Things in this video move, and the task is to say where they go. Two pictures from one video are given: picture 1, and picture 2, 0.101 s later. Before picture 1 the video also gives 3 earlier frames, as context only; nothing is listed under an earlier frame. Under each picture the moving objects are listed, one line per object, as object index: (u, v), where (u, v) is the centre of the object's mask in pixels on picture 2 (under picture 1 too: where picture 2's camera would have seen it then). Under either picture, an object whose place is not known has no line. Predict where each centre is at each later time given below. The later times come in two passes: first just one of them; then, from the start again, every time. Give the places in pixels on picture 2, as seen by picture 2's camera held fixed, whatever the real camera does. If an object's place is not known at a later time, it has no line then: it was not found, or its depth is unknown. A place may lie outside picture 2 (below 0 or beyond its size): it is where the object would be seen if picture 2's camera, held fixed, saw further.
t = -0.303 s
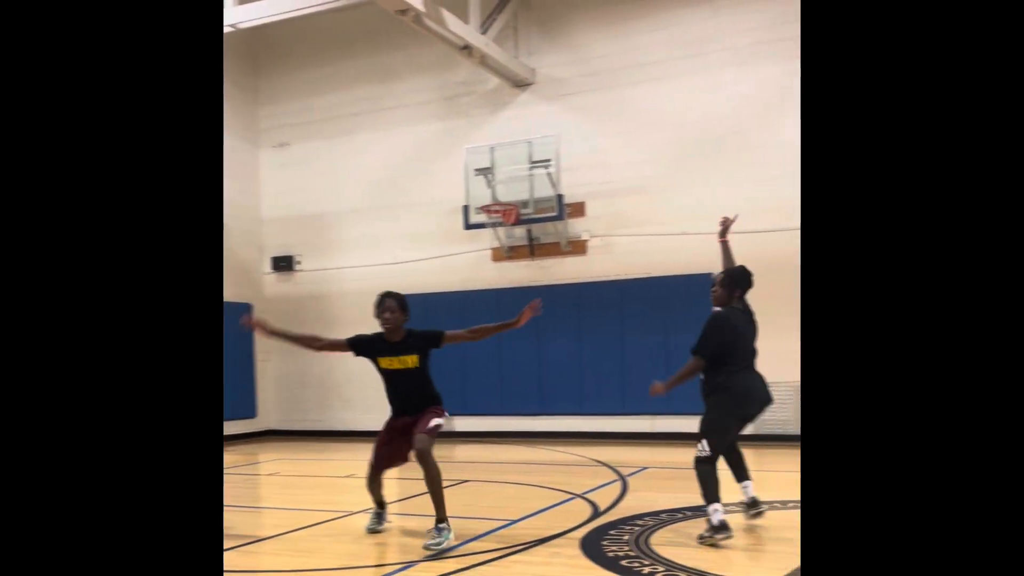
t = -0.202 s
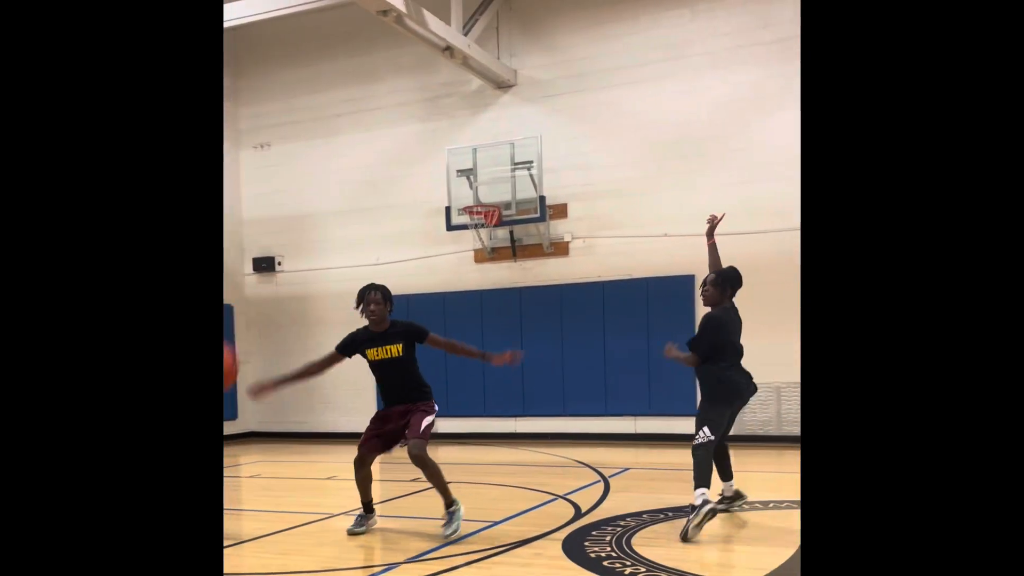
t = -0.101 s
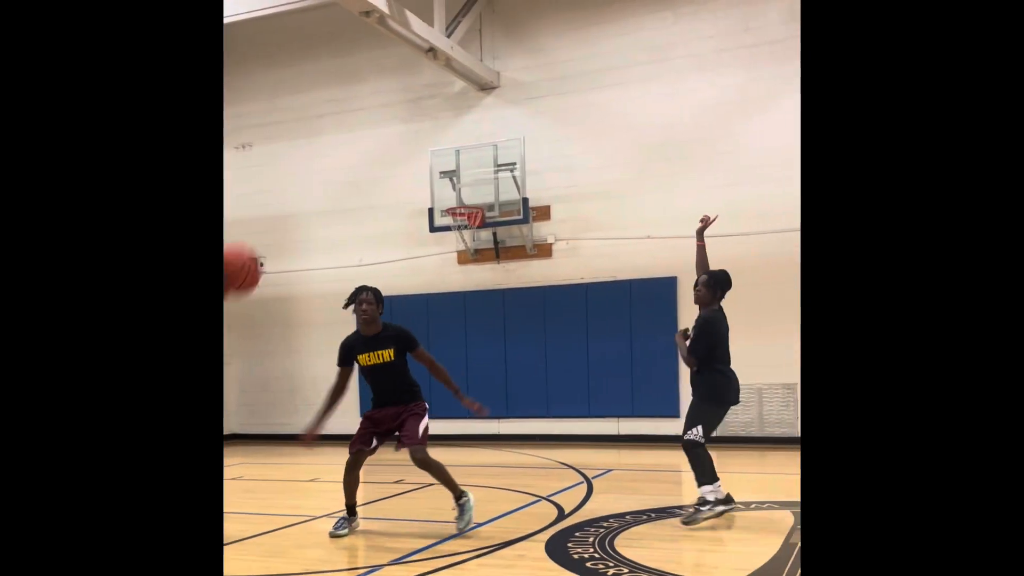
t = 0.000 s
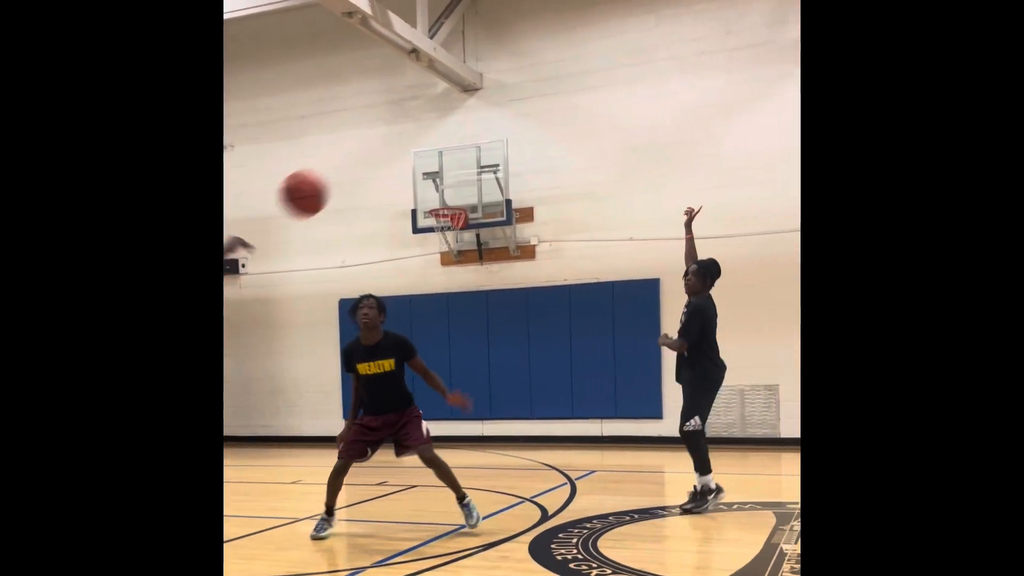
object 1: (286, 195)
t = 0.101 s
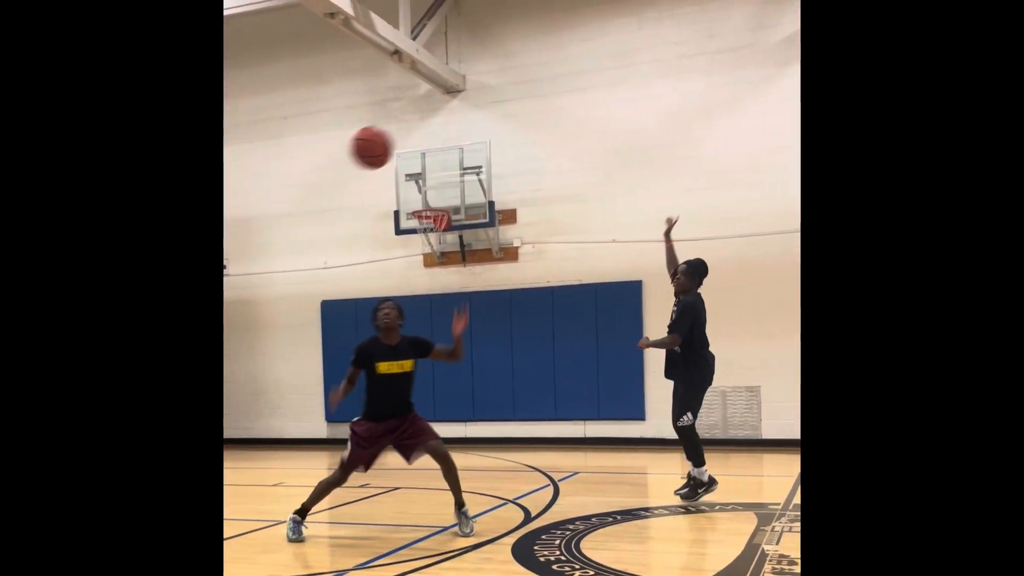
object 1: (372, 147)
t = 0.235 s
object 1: (463, 119)
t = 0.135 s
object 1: (396, 137)
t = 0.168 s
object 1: (420, 129)
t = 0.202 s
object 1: (443, 123)
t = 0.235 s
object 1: (463, 119)
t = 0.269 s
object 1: (484, 117)
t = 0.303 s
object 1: (503, 117)
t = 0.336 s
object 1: (521, 118)
